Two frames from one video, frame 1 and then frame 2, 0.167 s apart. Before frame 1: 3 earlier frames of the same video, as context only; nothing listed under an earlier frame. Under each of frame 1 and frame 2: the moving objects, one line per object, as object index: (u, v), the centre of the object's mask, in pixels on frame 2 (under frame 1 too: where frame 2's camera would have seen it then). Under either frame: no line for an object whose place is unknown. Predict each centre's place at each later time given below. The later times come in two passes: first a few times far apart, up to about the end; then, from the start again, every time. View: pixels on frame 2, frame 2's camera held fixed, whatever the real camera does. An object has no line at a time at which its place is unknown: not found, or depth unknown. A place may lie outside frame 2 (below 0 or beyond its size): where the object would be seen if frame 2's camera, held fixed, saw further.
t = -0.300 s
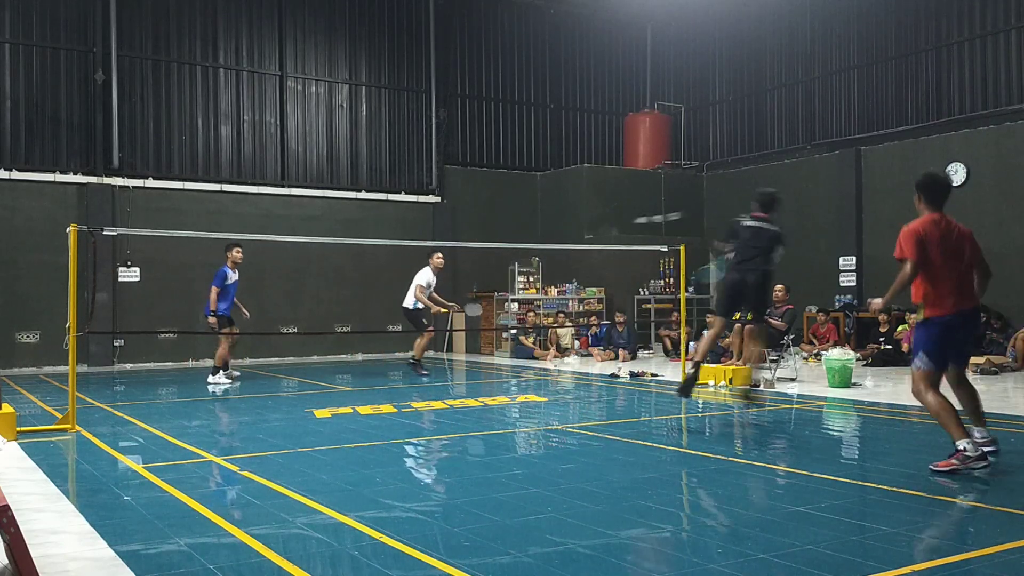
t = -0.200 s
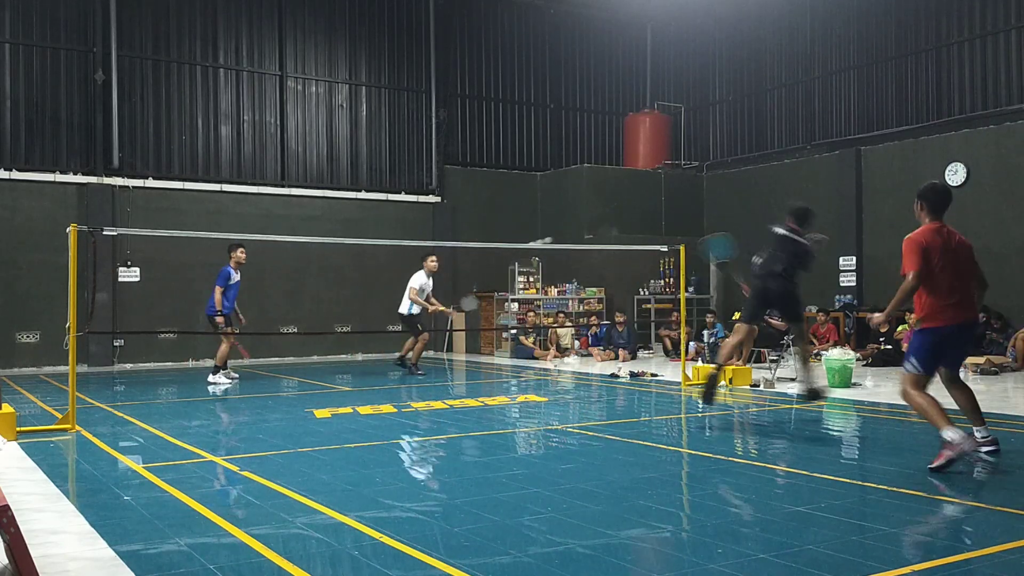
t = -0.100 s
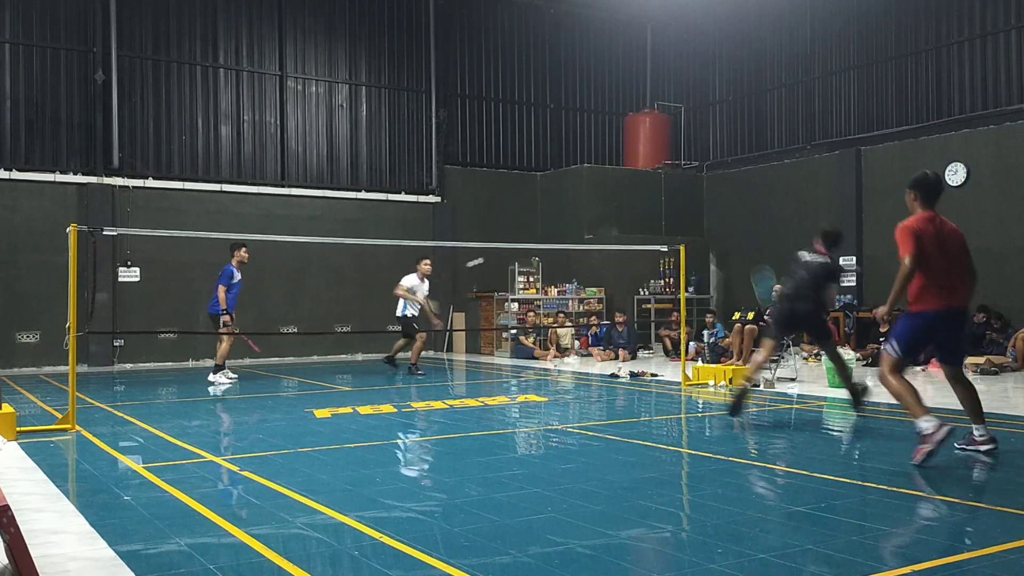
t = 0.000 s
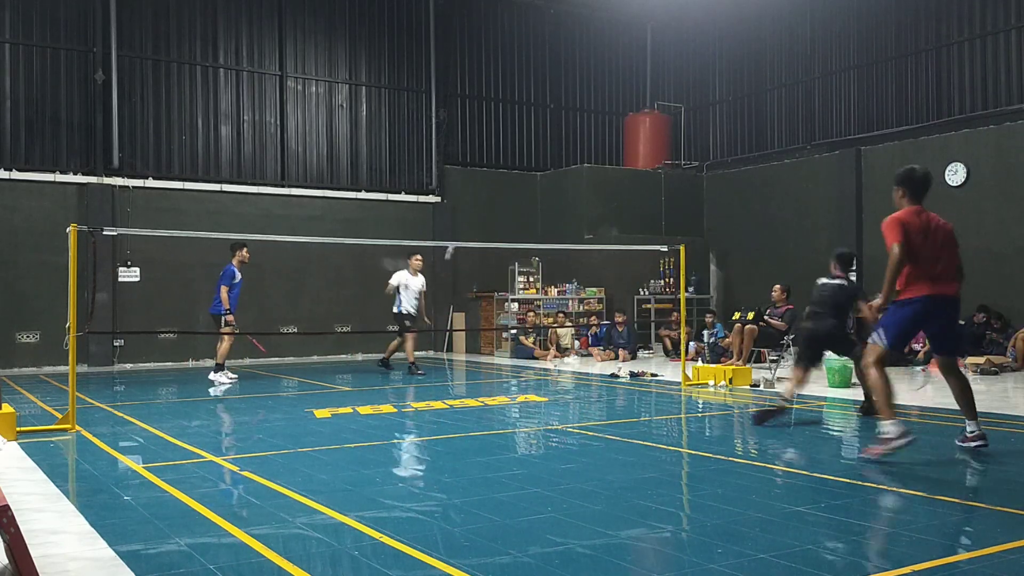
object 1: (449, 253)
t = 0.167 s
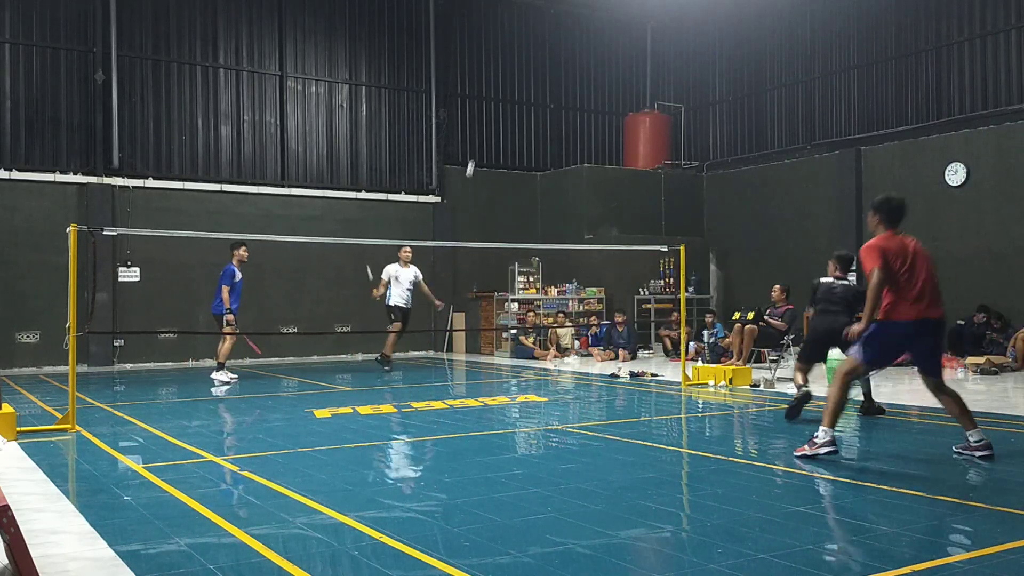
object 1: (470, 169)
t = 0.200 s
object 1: (473, 156)
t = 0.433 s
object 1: (496, 99)
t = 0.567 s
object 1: (508, 95)
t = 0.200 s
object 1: (473, 156)
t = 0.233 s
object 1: (476, 144)
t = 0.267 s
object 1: (480, 134)
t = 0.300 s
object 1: (483, 124)
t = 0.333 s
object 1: (486, 117)
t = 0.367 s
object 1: (489, 109)
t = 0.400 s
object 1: (493, 103)
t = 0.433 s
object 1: (496, 99)
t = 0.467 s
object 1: (499, 96)
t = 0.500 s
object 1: (502, 94)
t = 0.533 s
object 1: (505, 94)
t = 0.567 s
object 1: (508, 95)
